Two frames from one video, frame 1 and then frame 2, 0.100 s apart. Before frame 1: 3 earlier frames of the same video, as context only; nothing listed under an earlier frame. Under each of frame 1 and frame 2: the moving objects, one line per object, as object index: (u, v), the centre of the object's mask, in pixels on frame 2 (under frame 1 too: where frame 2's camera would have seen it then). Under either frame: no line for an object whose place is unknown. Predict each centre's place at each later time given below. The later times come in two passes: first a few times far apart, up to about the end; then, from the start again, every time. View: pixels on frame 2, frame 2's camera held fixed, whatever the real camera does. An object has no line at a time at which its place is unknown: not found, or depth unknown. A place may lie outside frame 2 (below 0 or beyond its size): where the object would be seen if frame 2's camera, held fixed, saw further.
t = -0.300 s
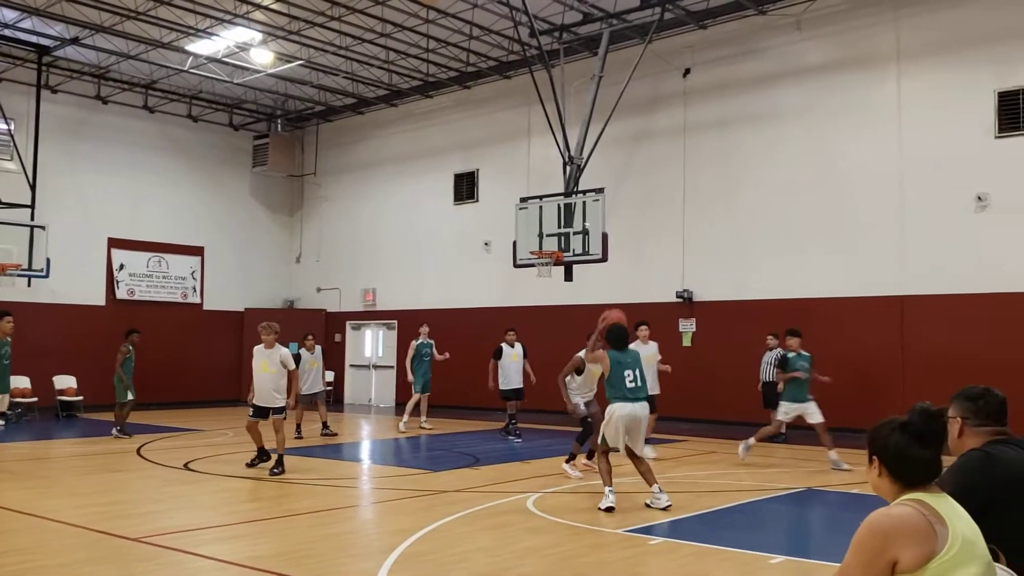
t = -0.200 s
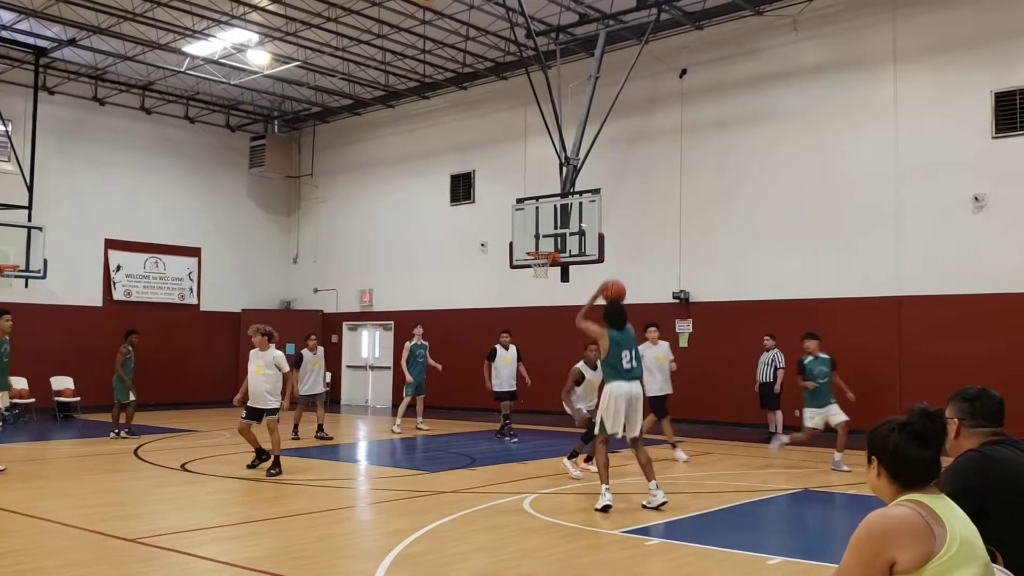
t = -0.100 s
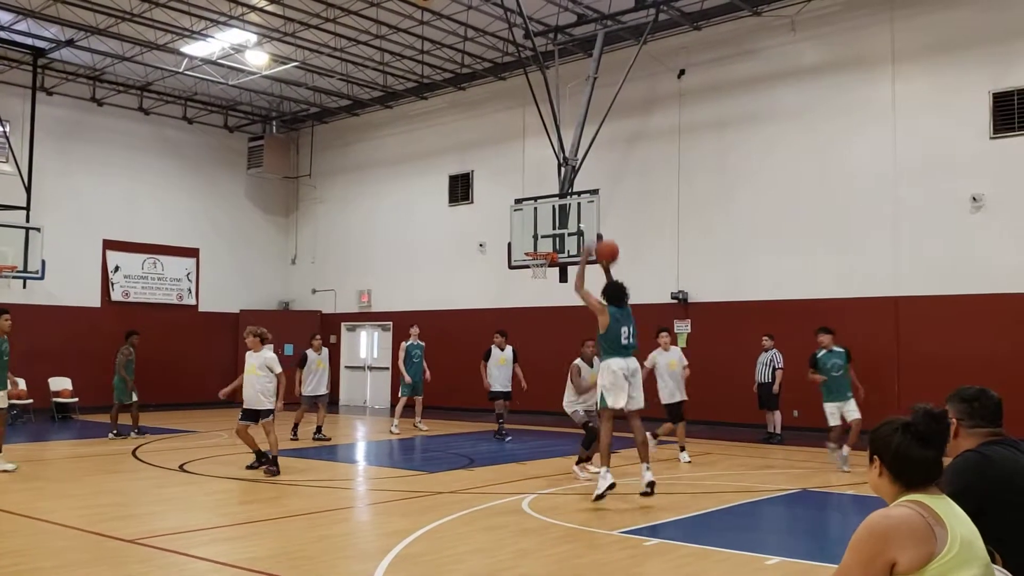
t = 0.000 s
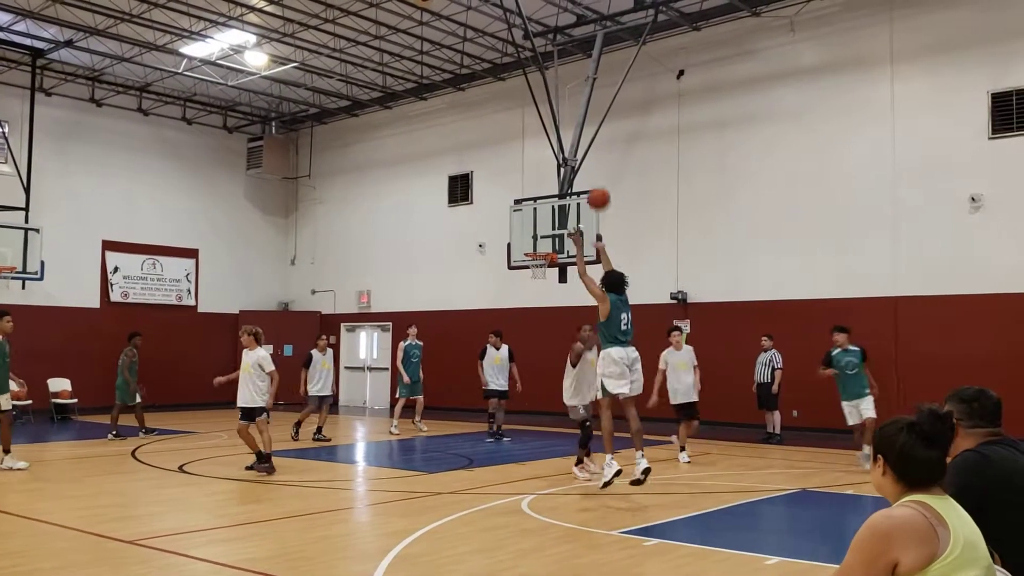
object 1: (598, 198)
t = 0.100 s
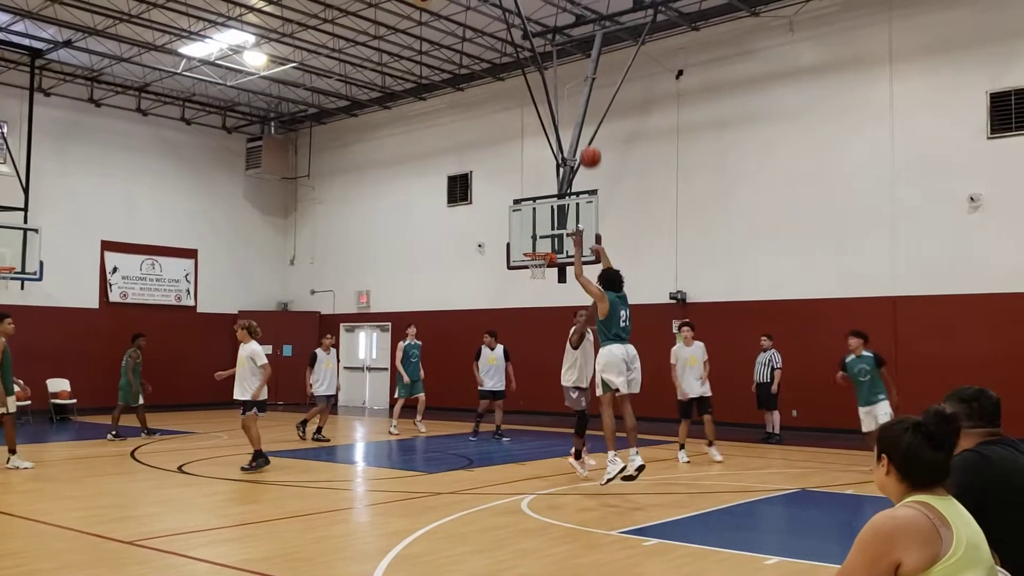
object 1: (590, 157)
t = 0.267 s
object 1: (579, 117)
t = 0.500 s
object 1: (567, 104)
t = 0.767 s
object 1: (555, 137)
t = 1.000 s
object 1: (547, 196)
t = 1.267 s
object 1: (533, 231)
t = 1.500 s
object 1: (506, 209)
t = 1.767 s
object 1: (474, 222)
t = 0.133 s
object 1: (588, 146)
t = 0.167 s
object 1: (586, 137)
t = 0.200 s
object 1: (583, 129)
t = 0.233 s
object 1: (581, 122)
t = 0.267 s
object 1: (579, 117)
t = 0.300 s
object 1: (577, 112)
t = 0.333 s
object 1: (575, 109)
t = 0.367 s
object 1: (573, 106)
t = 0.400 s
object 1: (571, 104)
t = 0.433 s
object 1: (570, 103)
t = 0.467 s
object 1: (568, 103)
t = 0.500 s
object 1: (567, 104)
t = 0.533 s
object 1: (565, 106)
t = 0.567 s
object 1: (564, 109)
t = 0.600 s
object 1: (562, 112)
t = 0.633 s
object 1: (561, 116)
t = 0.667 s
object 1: (560, 120)
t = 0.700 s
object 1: (558, 126)
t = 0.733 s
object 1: (557, 131)
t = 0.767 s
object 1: (555, 137)
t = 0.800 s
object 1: (554, 144)
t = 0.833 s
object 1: (553, 151)
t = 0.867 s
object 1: (552, 160)
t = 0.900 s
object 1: (551, 168)
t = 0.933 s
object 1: (549, 177)
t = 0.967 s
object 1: (548, 186)
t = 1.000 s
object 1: (547, 196)
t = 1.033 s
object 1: (547, 206)
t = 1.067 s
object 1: (546, 216)
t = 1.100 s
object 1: (545, 227)
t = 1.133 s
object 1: (545, 238)
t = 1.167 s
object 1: (544, 247)
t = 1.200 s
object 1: (541, 243)
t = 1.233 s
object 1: (537, 236)
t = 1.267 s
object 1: (533, 231)
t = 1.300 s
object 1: (530, 226)
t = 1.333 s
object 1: (525, 221)
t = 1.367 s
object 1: (522, 218)
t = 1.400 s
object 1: (517, 214)
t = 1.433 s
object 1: (514, 211)
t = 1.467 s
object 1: (510, 210)
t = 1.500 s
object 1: (506, 209)
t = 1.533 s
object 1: (502, 208)
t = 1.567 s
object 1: (498, 208)
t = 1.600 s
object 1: (494, 209)
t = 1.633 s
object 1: (490, 210)
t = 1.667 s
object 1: (486, 212)
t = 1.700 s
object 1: (482, 215)
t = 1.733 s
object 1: (478, 219)
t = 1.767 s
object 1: (474, 222)
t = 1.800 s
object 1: (470, 227)
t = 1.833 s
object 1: (466, 232)
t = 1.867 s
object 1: (462, 238)
